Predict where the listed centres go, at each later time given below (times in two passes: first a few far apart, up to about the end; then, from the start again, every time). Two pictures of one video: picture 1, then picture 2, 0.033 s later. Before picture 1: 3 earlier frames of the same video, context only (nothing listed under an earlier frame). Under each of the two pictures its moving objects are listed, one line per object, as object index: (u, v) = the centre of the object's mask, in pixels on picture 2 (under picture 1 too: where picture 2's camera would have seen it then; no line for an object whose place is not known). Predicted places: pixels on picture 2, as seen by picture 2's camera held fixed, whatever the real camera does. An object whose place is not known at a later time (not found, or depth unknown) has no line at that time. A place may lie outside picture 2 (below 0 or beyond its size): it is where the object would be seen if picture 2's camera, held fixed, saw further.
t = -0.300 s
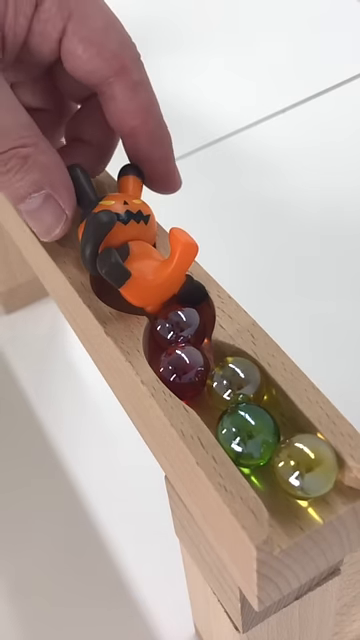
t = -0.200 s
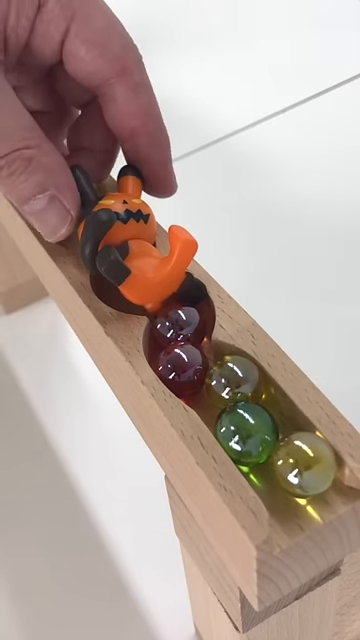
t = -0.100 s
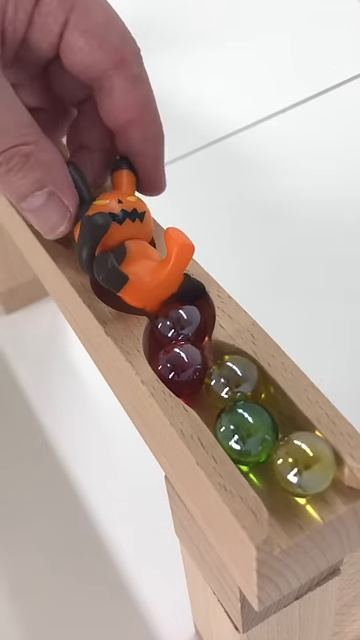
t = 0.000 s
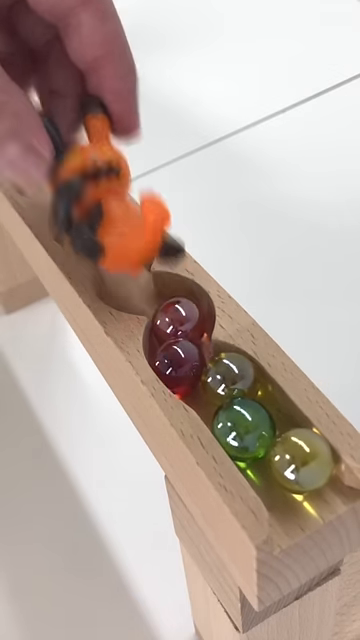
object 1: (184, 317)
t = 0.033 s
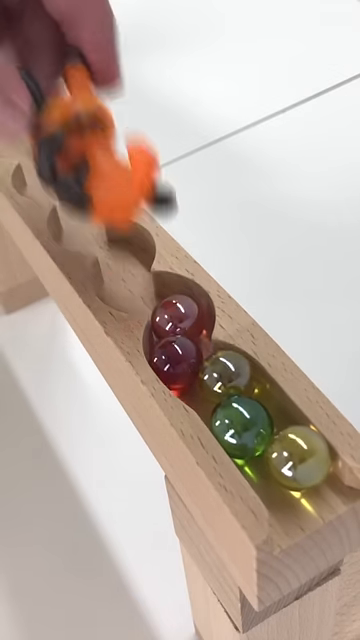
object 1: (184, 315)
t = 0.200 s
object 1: (171, 297)
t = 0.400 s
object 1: (115, 273)
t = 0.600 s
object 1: (116, 235)
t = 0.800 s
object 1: (69, 215)
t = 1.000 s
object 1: (69, 186)
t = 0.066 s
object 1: (183, 313)
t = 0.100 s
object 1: (182, 309)
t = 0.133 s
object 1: (181, 304)
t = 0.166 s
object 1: (177, 300)
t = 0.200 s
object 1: (171, 297)
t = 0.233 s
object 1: (143, 294)
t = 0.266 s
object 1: (133, 293)
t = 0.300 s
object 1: (123, 291)
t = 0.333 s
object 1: (120, 286)
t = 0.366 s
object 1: (117, 282)
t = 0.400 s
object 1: (115, 273)
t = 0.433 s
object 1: (120, 263)
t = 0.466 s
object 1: (128, 255)
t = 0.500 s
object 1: (131, 249)
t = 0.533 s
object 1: (127, 244)
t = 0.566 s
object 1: (123, 240)
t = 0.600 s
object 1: (116, 235)
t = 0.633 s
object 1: (94, 234)
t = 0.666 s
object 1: (84, 234)
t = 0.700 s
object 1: (77, 232)
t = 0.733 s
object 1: (75, 229)
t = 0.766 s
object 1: (70, 224)
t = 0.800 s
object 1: (69, 215)
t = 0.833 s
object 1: (80, 205)
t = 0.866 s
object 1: (86, 199)
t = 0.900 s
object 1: (84, 195)
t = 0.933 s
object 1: (81, 191)
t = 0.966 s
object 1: (77, 189)
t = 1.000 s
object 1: (69, 186)
